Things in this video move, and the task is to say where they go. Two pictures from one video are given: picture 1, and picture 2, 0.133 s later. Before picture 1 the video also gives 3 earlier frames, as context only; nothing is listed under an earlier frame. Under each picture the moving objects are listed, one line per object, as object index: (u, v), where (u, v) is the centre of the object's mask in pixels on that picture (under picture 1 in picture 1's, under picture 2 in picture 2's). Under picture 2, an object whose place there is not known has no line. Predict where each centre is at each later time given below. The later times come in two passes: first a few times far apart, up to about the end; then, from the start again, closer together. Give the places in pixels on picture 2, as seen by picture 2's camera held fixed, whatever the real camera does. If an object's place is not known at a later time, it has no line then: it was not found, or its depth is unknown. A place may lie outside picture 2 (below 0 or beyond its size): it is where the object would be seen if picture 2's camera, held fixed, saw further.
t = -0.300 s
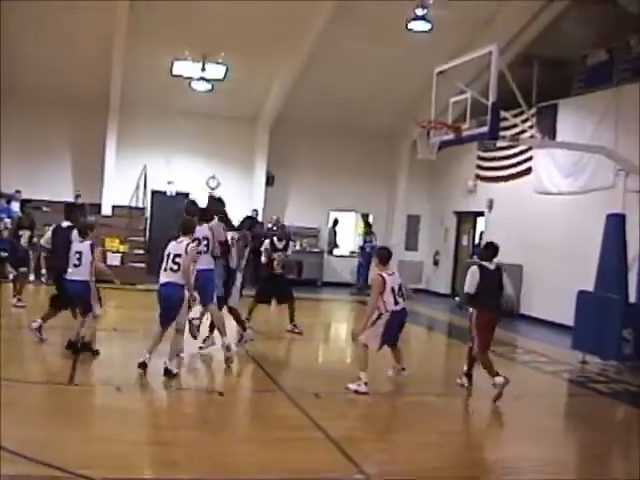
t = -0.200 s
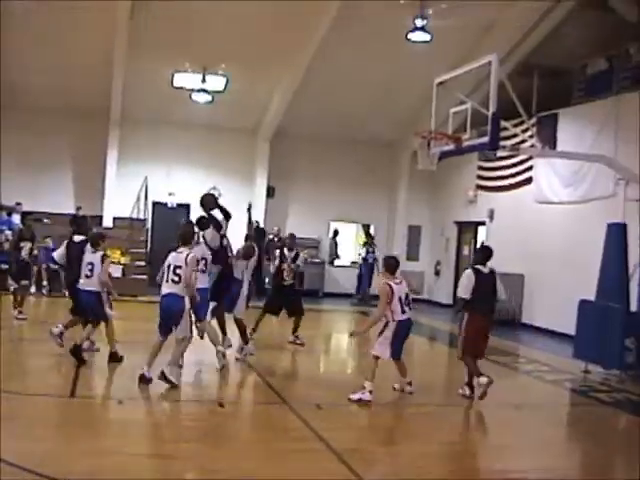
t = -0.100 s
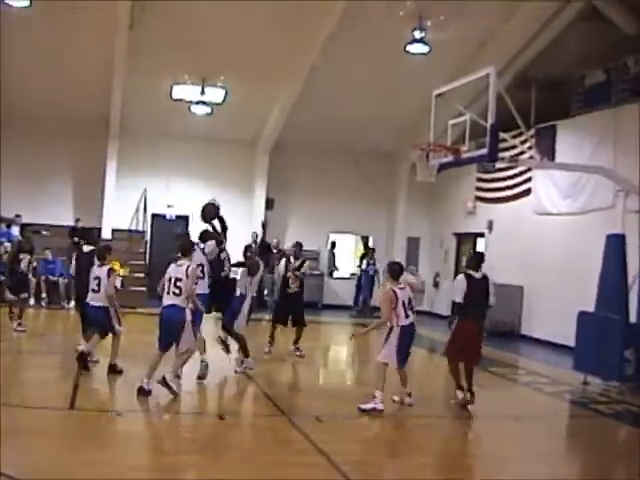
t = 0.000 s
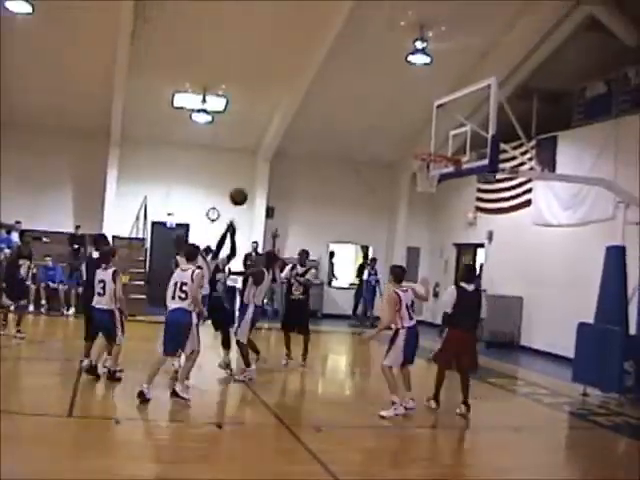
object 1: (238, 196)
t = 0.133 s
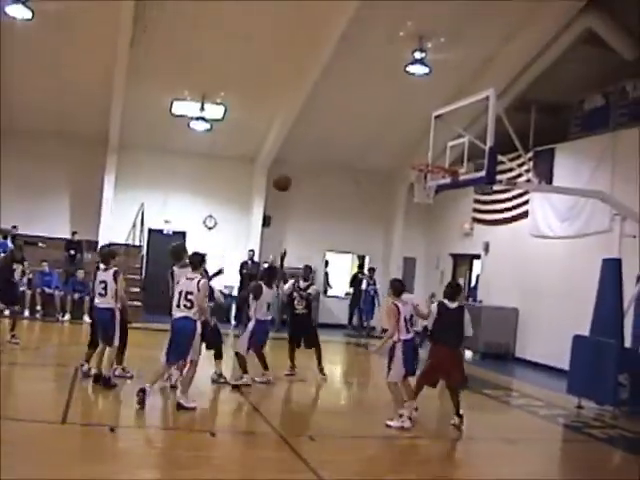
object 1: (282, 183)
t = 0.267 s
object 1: (328, 174)
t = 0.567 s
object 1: (424, 203)
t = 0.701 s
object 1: (462, 236)
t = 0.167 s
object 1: (293, 179)
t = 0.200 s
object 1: (305, 176)
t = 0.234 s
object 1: (316, 175)
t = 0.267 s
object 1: (328, 174)
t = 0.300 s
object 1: (339, 174)
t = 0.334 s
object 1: (350, 175)
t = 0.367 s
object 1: (361, 176)
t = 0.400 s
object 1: (372, 178)
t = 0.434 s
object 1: (382, 182)
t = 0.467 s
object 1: (393, 186)
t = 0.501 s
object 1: (404, 191)
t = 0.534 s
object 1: (415, 197)
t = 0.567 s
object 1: (424, 203)
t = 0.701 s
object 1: (462, 236)
